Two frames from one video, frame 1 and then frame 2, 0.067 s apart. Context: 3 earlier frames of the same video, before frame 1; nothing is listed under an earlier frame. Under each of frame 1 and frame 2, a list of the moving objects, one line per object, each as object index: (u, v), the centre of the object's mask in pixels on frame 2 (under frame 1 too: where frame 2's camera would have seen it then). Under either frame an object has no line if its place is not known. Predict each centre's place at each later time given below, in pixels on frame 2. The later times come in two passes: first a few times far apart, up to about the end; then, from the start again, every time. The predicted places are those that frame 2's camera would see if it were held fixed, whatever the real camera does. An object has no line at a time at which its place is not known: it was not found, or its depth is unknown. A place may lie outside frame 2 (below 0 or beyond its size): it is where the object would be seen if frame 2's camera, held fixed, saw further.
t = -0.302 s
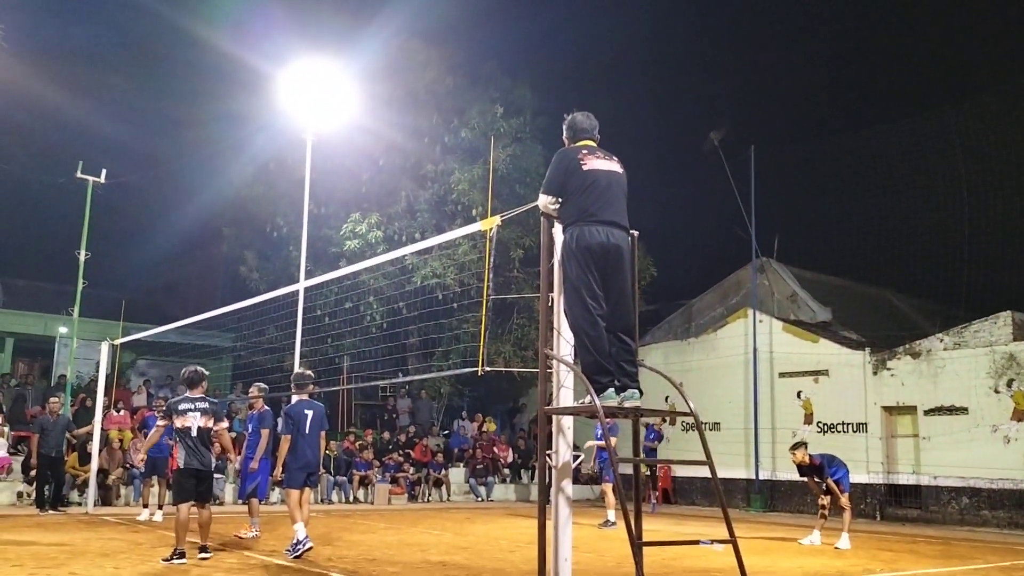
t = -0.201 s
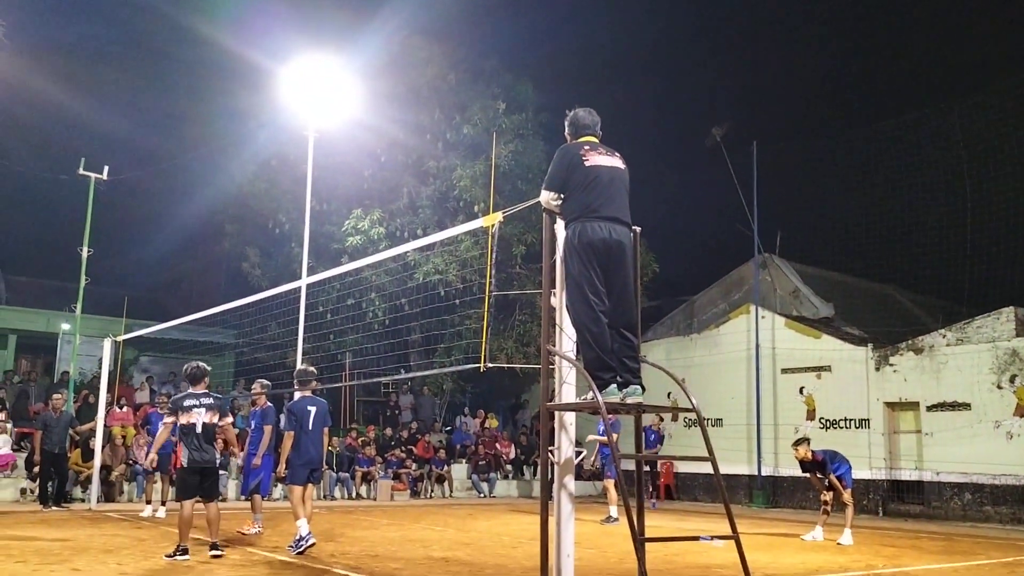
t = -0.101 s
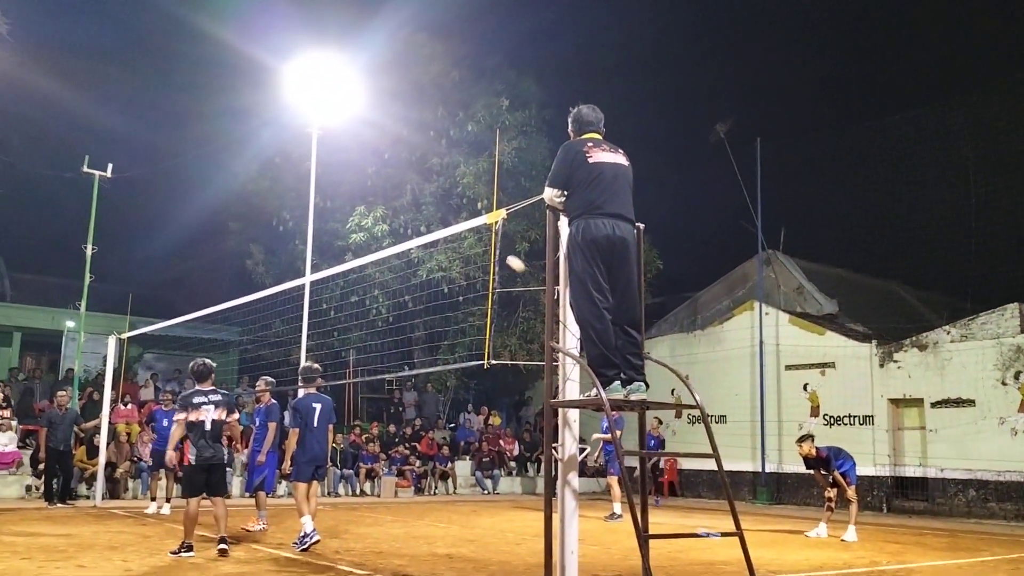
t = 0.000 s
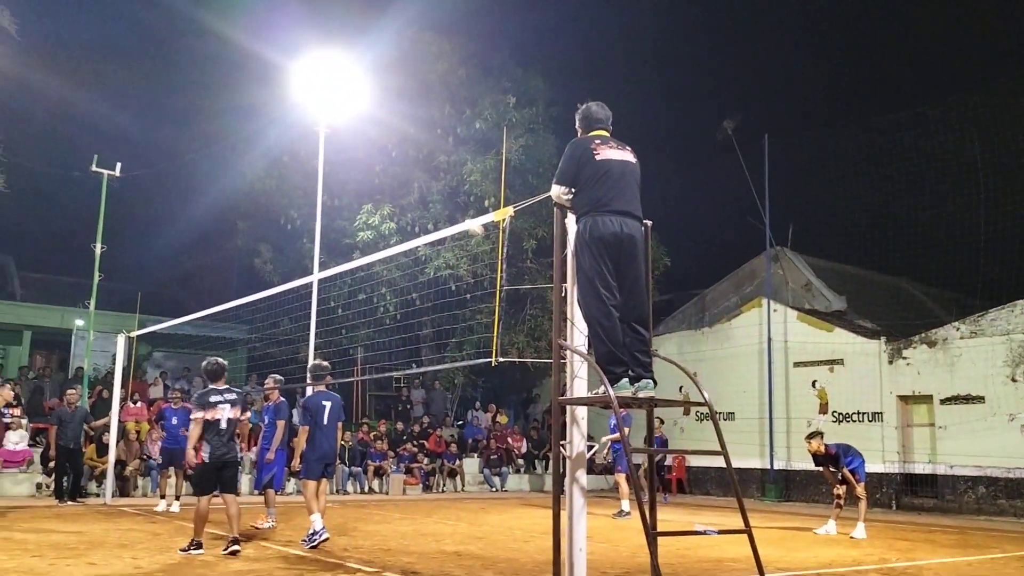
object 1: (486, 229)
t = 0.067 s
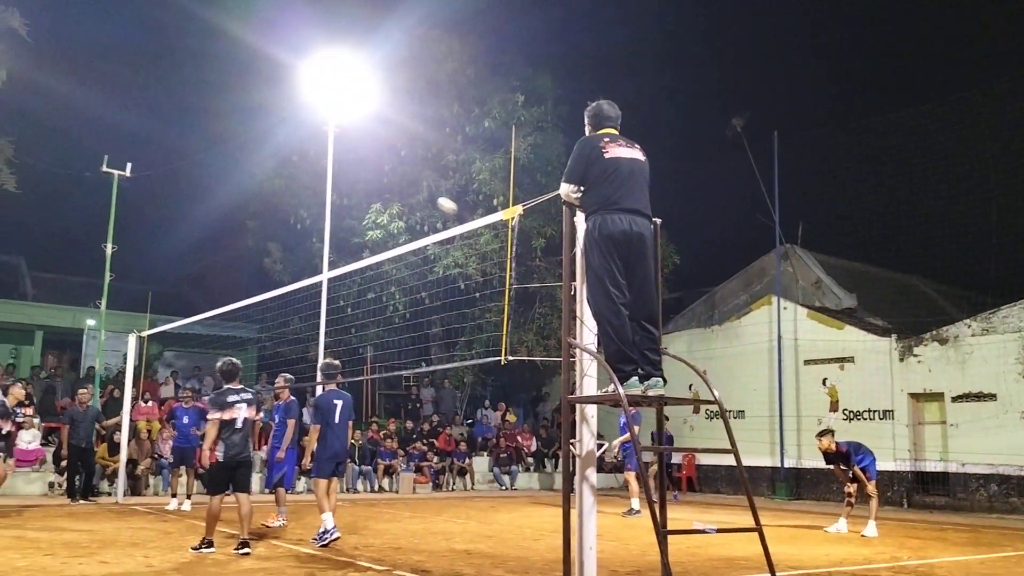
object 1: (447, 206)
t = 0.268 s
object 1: (322, 155)
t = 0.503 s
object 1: (145, 128)
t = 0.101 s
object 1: (428, 196)
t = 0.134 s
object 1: (409, 187)
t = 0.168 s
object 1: (389, 179)
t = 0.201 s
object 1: (368, 171)
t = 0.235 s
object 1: (347, 163)
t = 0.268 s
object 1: (322, 155)
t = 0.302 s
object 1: (302, 149)
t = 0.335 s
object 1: (278, 144)
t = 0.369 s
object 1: (253, 140)
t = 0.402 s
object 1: (227, 136)
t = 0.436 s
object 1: (201, 132)
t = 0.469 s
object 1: (173, 130)
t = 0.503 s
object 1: (145, 128)
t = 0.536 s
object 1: (115, 127)
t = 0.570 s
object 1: (84, 127)
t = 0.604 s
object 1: (52, 129)
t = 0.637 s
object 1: (18, 131)
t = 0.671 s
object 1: (-19, 135)
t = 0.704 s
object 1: (-56, 139)
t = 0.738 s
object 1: (-95, 146)
